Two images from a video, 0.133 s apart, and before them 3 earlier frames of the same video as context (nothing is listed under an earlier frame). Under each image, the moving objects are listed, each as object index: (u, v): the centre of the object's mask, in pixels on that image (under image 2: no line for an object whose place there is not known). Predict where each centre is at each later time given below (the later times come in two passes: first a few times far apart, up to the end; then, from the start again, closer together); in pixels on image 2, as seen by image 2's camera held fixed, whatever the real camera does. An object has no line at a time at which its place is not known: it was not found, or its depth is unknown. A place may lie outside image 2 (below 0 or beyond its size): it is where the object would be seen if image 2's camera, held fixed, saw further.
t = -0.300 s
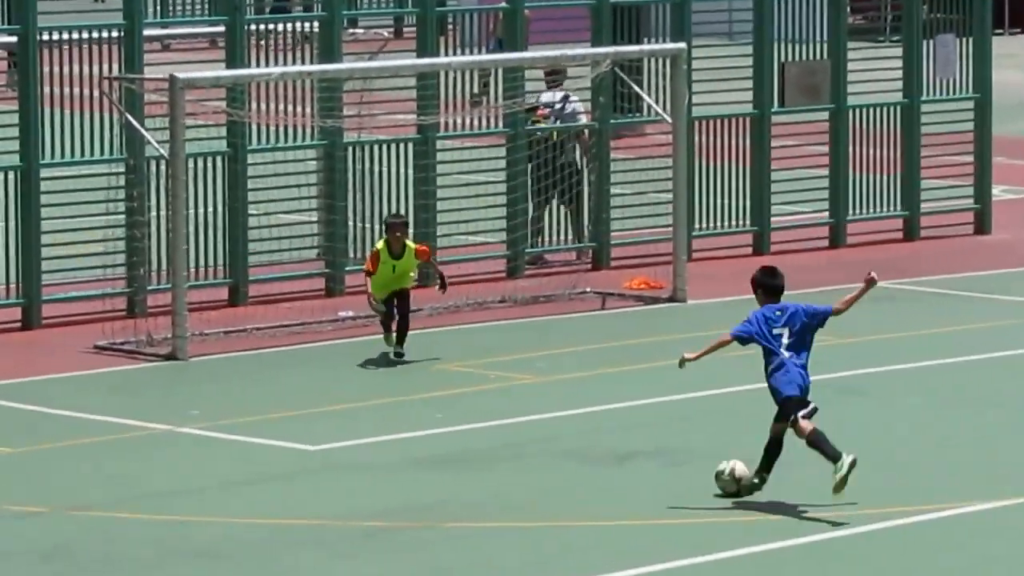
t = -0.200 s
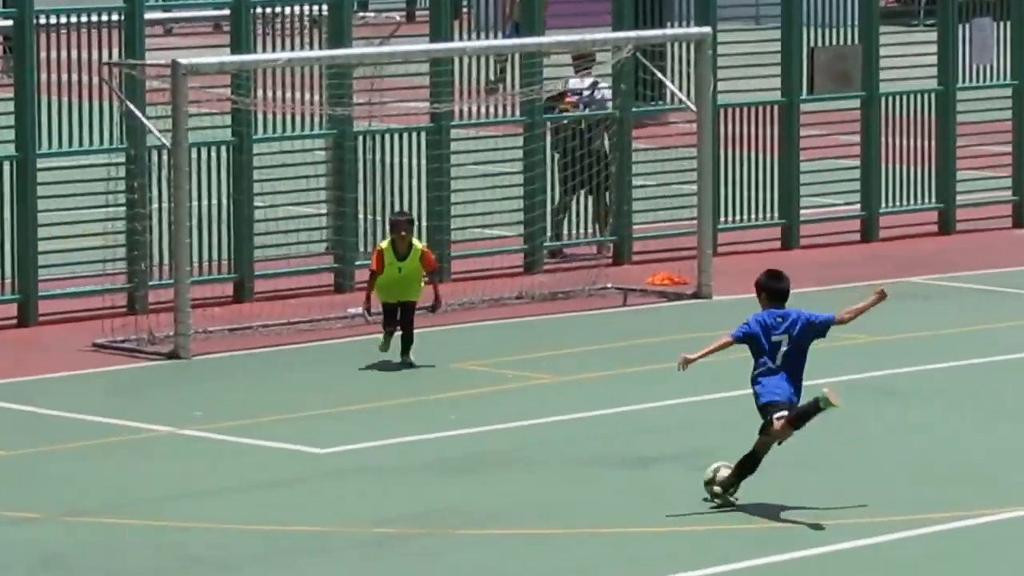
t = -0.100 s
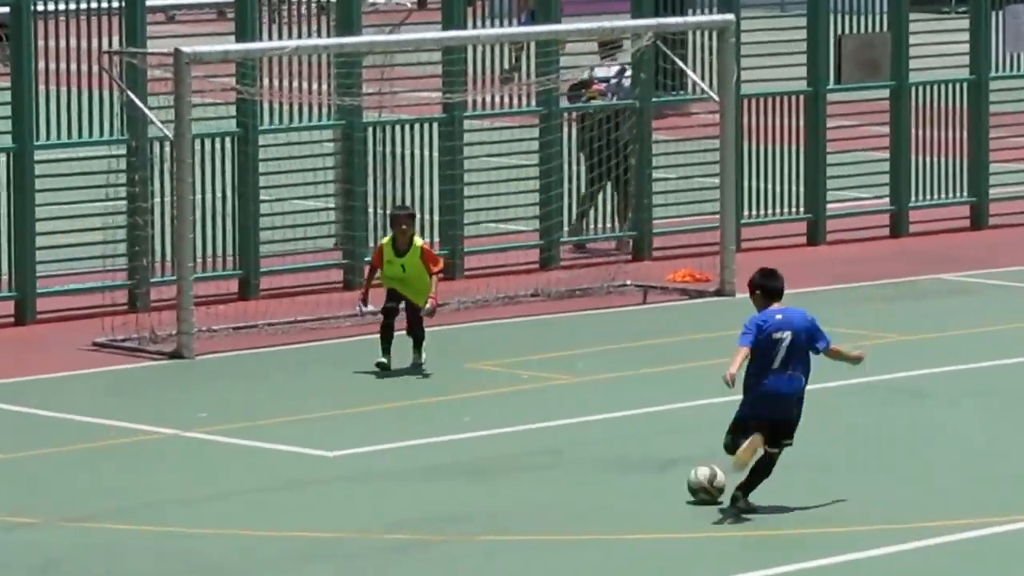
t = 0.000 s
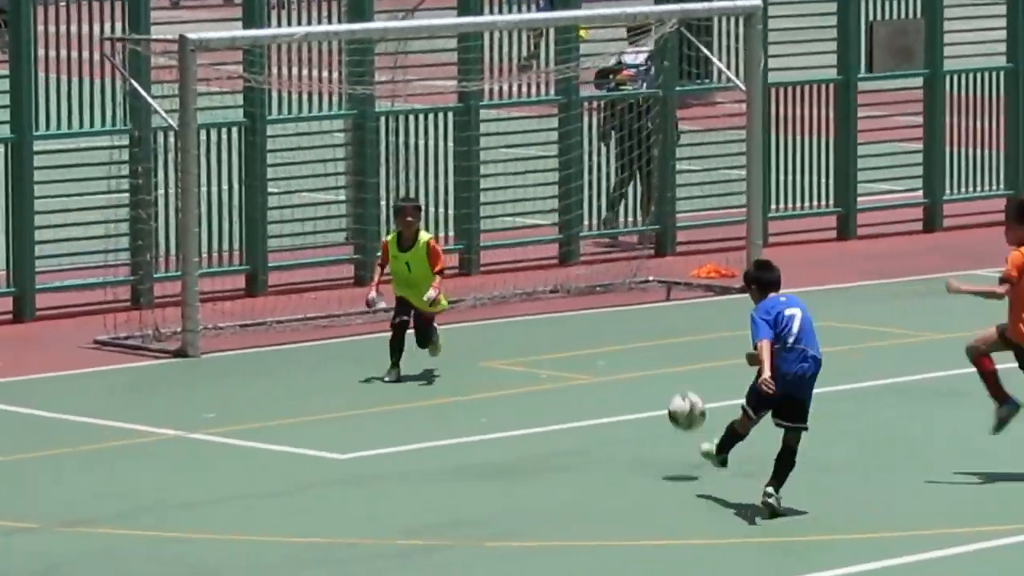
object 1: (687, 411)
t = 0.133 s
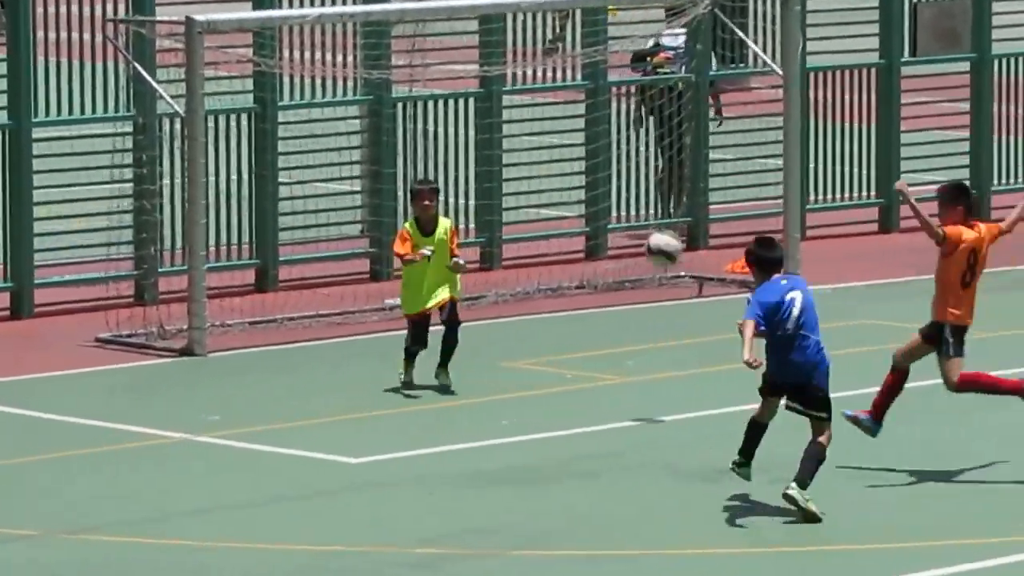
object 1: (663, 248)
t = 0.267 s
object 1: (624, 130)
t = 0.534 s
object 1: (575, 36)
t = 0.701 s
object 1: (595, 102)
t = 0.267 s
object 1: (624, 130)
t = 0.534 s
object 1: (575, 36)
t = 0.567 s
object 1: (577, 44)
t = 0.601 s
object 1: (582, 58)
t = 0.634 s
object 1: (586, 72)
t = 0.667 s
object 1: (592, 87)
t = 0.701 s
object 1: (595, 102)
